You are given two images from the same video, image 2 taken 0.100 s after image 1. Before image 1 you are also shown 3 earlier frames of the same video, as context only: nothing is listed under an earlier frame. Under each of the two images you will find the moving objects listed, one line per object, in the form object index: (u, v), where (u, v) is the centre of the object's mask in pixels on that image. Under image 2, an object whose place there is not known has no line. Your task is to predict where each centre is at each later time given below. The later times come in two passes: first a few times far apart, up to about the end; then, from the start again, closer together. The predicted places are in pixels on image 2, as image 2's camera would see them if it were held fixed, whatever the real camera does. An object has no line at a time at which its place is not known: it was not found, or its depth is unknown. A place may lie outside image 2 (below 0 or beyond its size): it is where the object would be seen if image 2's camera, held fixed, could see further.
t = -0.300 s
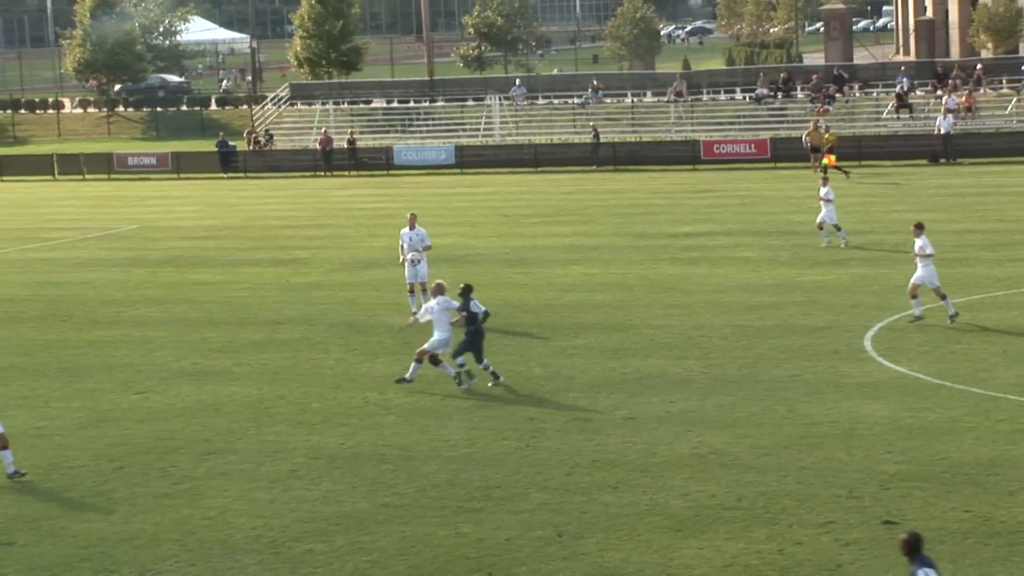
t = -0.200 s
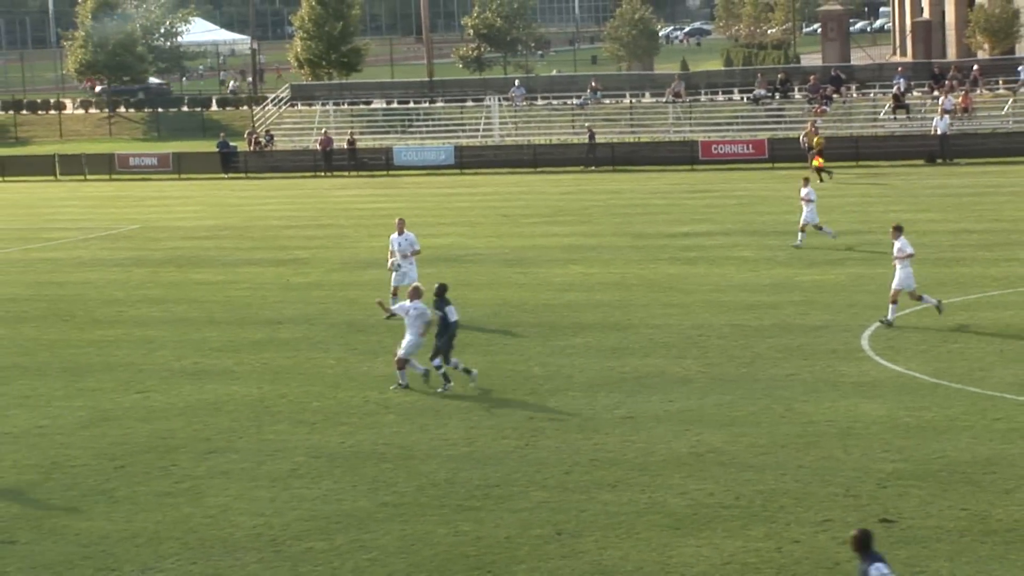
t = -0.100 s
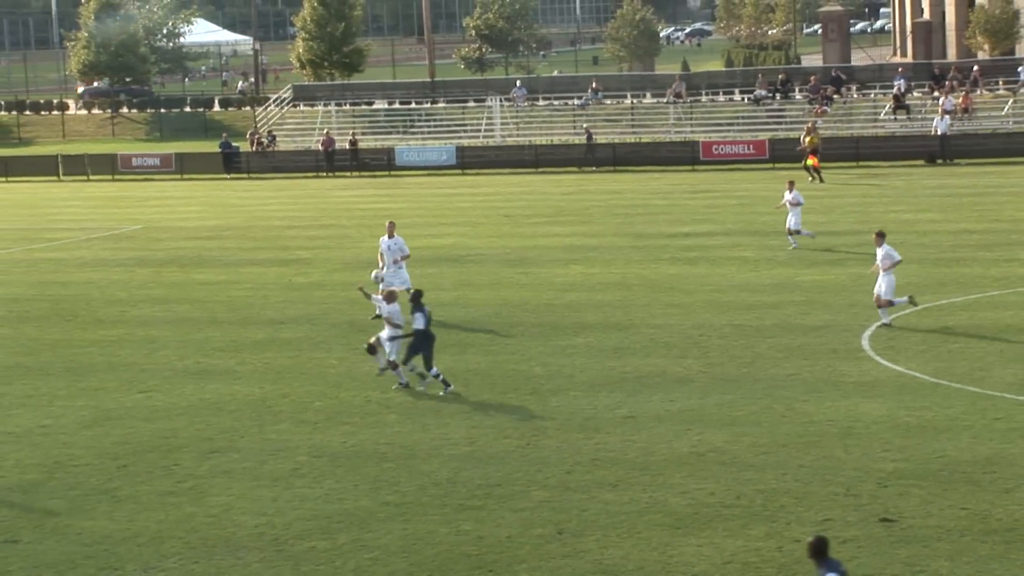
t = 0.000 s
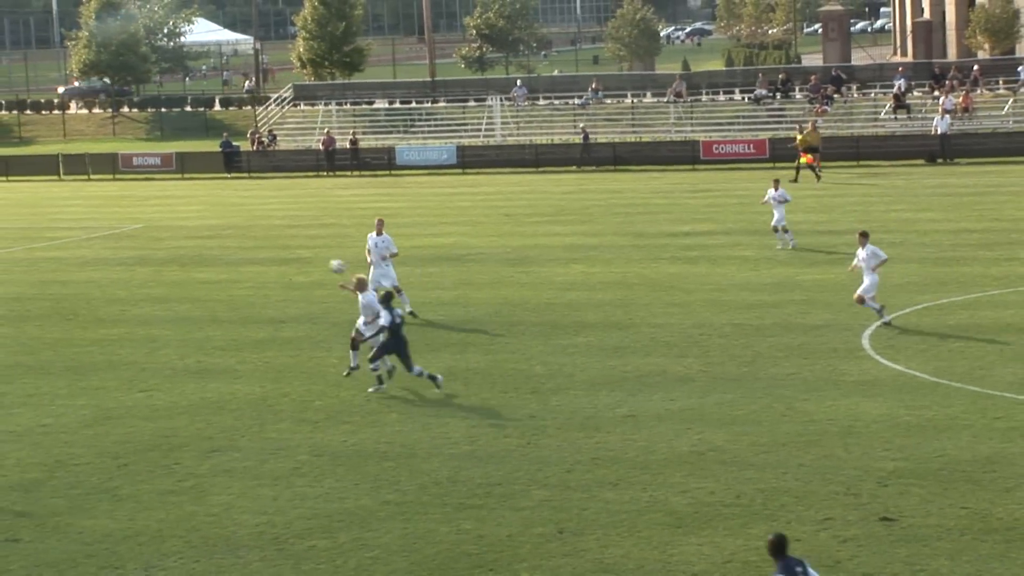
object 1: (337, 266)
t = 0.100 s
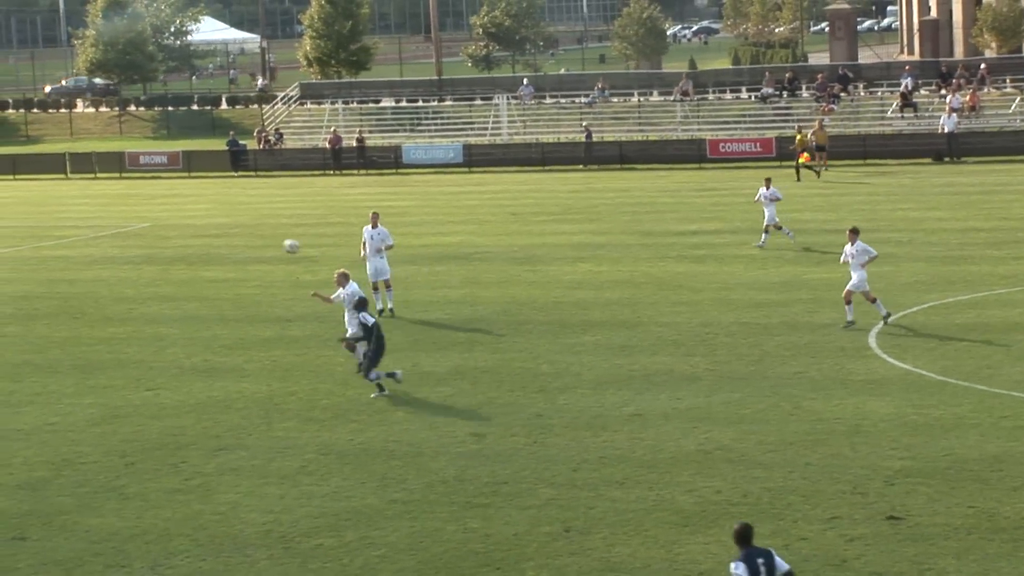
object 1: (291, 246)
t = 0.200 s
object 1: (238, 234)
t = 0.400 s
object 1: (131, 231)
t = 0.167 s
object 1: (256, 237)
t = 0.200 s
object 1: (238, 234)
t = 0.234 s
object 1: (220, 231)
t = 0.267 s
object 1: (203, 230)
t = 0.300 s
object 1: (185, 229)
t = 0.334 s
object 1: (167, 229)
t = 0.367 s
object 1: (149, 229)
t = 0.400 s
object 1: (131, 231)
